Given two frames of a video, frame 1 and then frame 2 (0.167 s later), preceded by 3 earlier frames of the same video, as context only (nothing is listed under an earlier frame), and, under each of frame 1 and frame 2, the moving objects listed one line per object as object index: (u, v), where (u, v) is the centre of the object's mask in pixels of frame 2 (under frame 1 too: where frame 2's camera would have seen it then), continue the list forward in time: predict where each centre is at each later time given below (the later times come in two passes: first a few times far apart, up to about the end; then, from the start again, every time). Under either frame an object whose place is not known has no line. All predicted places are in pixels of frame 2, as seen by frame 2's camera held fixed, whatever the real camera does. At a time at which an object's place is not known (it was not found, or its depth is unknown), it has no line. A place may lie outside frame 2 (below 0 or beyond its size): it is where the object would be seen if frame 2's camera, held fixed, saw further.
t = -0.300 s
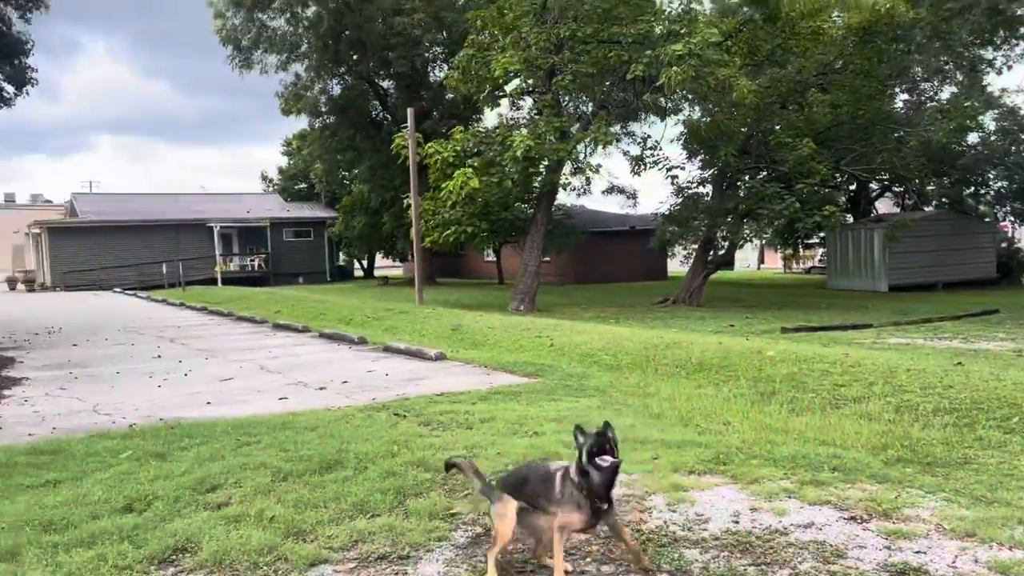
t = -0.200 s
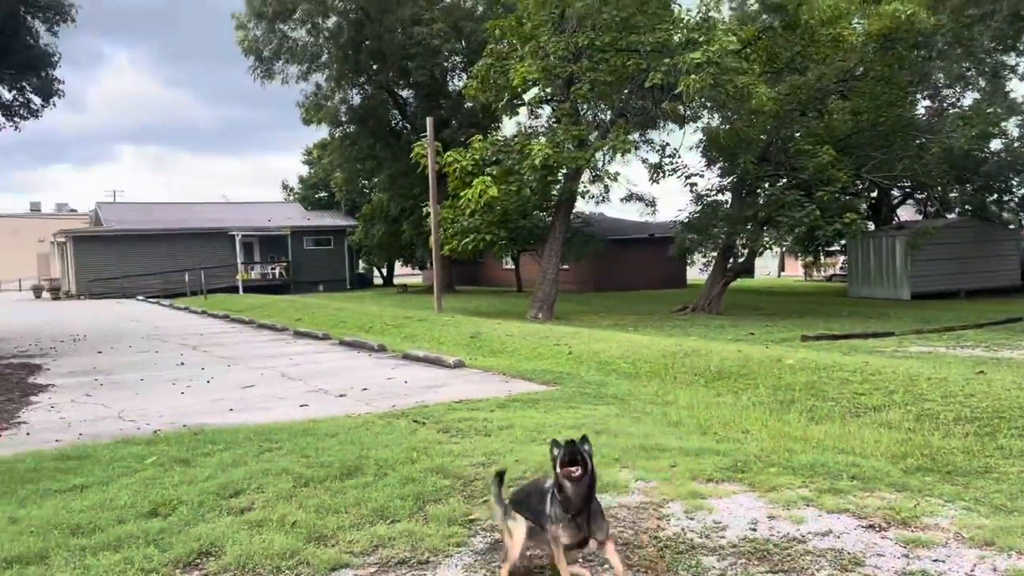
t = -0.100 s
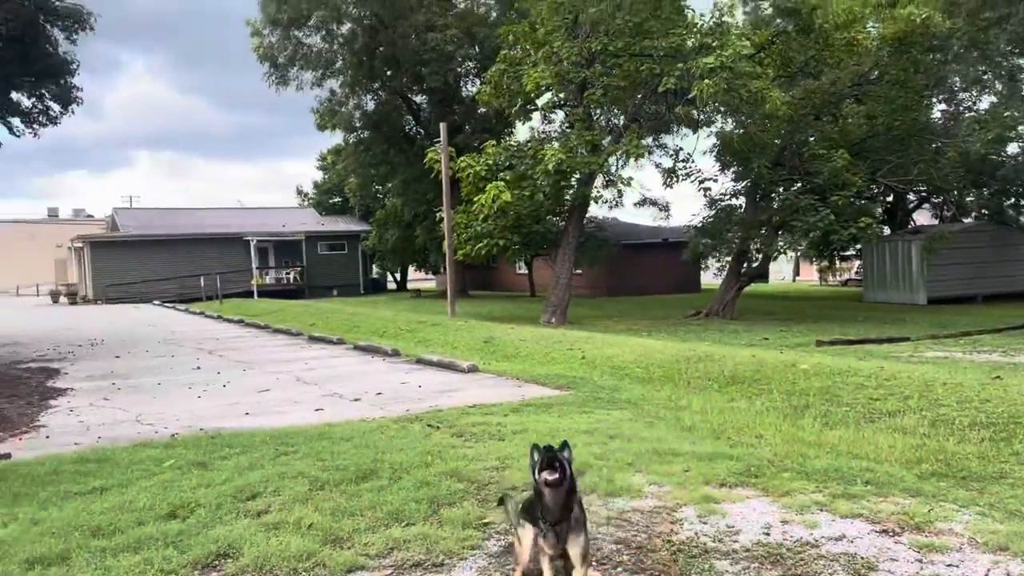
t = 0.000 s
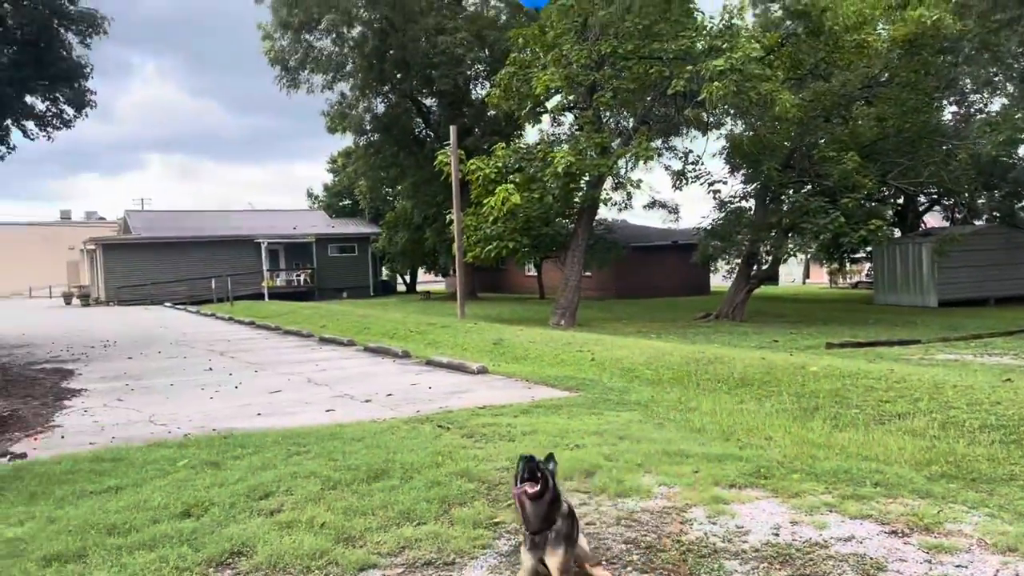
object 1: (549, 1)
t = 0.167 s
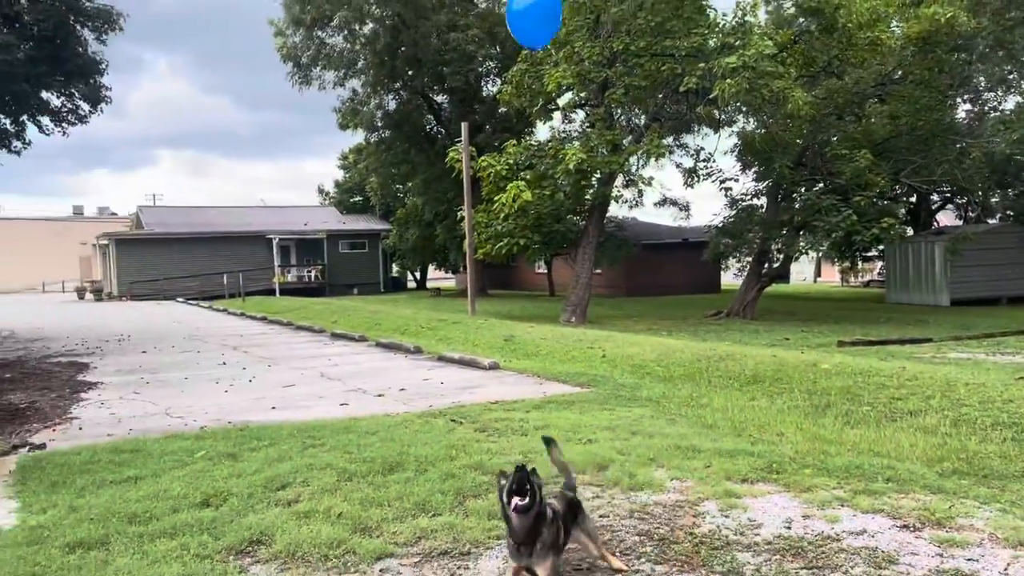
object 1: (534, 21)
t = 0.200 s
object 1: (532, 27)
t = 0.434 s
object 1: (523, 99)
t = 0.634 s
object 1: (508, 163)
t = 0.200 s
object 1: (532, 27)
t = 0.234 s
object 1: (530, 35)
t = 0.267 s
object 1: (528, 45)
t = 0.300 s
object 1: (528, 56)
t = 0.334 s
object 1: (526, 66)
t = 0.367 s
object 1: (525, 78)
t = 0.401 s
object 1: (523, 88)
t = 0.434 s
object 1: (523, 99)
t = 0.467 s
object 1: (521, 110)
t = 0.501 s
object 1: (521, 121)
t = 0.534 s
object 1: (517, 131)
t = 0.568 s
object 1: (515, 142)
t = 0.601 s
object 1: (511, 153)
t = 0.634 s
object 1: (508, 163)
